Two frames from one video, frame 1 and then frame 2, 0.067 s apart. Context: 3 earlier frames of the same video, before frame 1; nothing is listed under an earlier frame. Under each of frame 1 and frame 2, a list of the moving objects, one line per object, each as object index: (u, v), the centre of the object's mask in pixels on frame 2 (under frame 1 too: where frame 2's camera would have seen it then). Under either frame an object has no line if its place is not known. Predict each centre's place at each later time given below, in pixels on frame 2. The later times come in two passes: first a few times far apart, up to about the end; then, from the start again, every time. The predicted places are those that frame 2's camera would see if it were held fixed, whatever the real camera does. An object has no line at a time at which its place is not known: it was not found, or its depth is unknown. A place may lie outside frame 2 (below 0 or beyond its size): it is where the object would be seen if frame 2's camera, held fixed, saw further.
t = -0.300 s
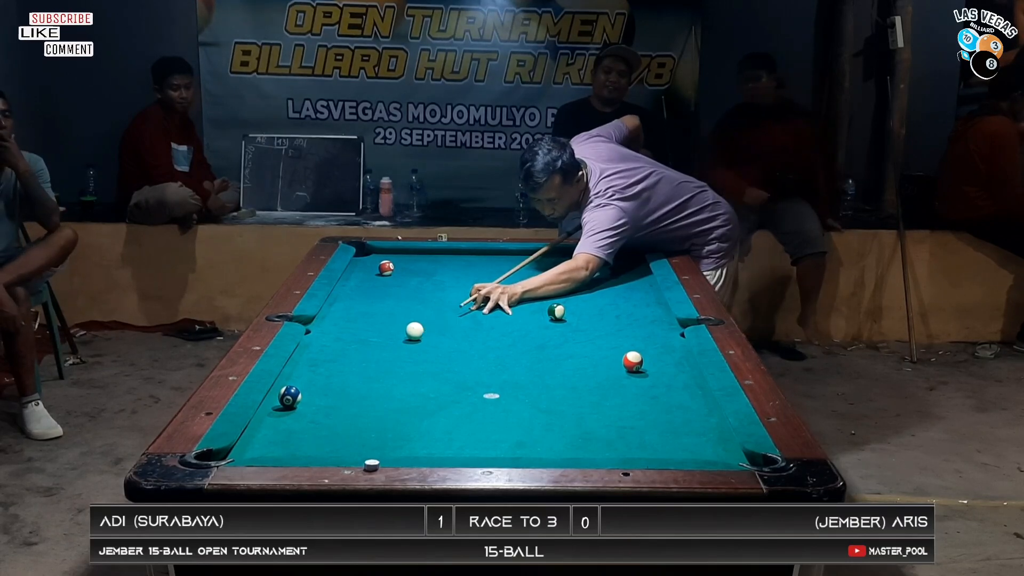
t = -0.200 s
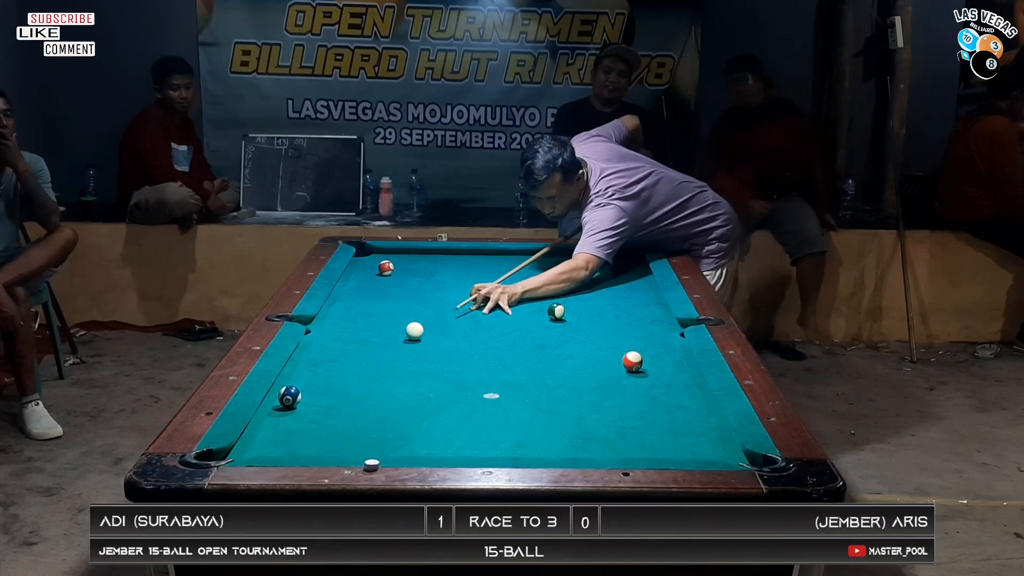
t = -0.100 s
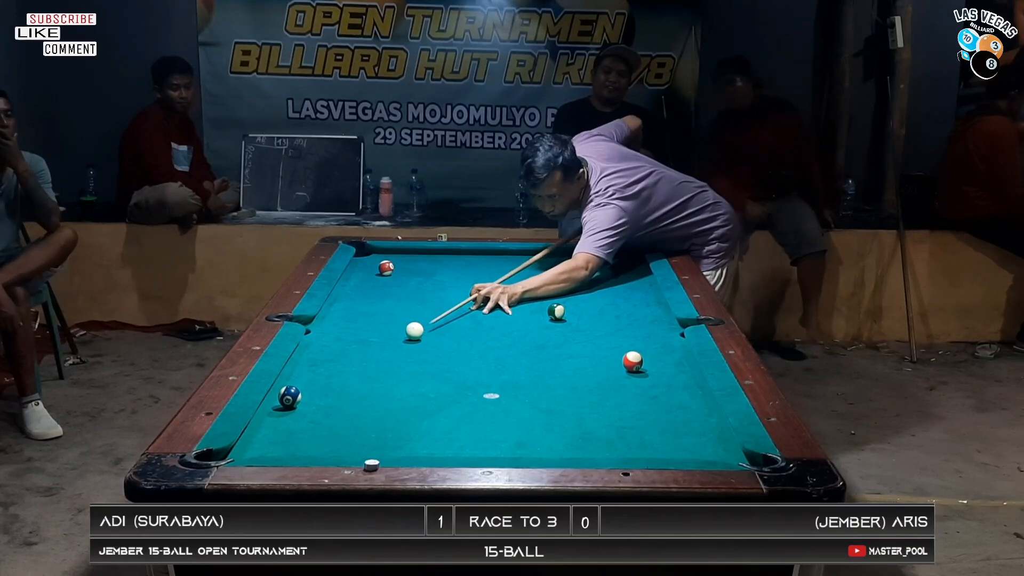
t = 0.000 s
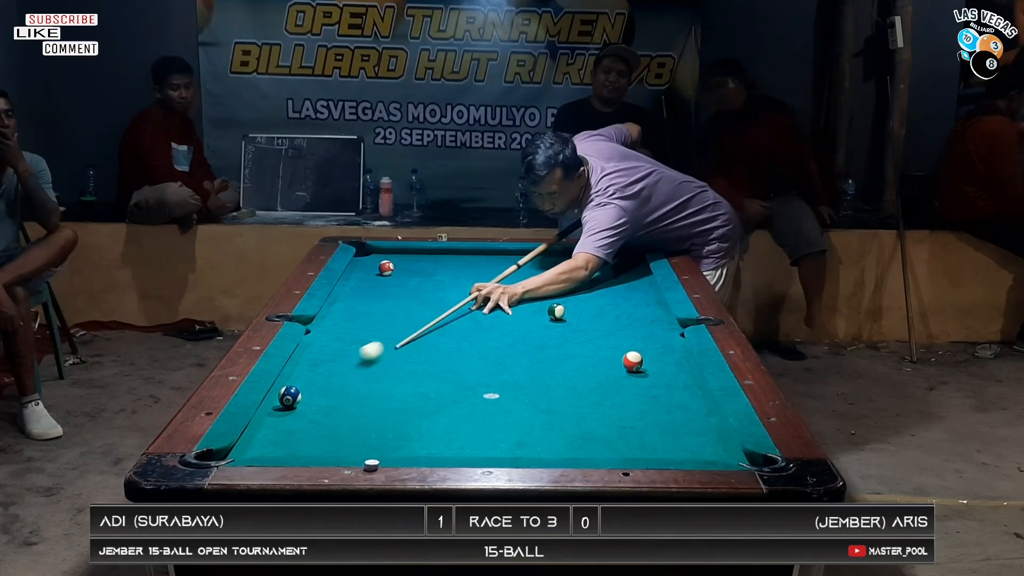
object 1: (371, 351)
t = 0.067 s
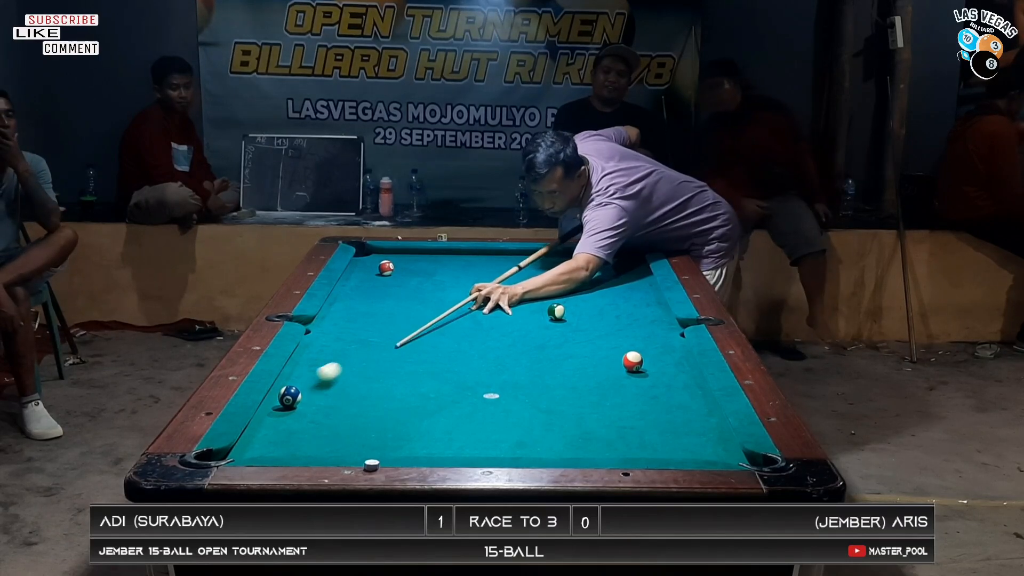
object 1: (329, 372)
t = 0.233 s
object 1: (290, 386)
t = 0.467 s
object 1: (325, 377)
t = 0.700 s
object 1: (357, 370)
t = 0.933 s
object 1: (384, 363)
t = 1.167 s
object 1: (407, 357)
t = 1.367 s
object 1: (425, 353)
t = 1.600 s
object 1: (443, 348)
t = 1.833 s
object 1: (459, 344)
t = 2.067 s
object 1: (473, 341)
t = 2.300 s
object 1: (484, 338)
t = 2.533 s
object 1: (493, 336)
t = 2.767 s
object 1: (501, 334)
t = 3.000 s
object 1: (506, 333)
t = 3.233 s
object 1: (509, 332)
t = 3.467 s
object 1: (510, 331)
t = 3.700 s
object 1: (510, 331)
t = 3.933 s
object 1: (510, 331)
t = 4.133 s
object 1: (510, 331)
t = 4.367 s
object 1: (510, 331)
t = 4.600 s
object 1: (510, 331)
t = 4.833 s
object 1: (510, 331)
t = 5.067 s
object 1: (510, 331)
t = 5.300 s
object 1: (510, 331)
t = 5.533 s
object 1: (510, 331)
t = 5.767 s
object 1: (510, 331)
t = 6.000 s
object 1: (510, 331)
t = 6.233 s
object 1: (510, 331)
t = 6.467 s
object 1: (510, 331)
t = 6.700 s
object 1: (510, 331)
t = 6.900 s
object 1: (510, 331)
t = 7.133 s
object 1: (510, 331)
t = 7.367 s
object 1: (510, 331)
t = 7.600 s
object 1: (510, 331)
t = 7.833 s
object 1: (510, 331)
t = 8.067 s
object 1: (510, 331)
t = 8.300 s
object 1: (510, 331)
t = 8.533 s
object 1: (510, 331)
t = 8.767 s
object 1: (510, 331)
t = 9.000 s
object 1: (510, 331)
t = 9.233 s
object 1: (510, 331)
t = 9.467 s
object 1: (510, 331)
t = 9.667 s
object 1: (510, 331)
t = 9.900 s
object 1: (510, 331)
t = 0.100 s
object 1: (308, 382)
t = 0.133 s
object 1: (292, 386)
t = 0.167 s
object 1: (283, 389)
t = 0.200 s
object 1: (284, 388)
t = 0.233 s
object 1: (290, 386)
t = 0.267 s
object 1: (295, 385)
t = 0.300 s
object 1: (300, 384)
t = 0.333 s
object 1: (306, 382)
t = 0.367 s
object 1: (311, 381)
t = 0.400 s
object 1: (316, 380)
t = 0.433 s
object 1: (321, 379)
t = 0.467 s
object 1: (325, 377)
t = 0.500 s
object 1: (330, 376)
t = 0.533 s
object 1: (335, 375)
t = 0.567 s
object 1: (339, 374)
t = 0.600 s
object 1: (344, 373)
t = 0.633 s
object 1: (348, 372)
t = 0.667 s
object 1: (352, 371)
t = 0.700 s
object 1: (357, 370)
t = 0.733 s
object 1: (361, 369)
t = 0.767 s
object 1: (365, 368)
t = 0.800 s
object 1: (369, 367)
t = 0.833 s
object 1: (372, 365)
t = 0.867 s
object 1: (376, 365)
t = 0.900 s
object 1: (380, 364)
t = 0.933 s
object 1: (384, 363)
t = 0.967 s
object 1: (387, 362)
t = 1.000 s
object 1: (391, 361)
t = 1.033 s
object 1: (394, 360)
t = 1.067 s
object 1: (398, 359)
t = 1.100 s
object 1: (401, 358)
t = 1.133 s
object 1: (404, 357)
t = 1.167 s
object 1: (407, 357)
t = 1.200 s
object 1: (411, 356)
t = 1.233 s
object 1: (414, 355)
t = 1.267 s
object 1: (417, 355)
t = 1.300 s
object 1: (419, 354)
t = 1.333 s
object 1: (422, 353)
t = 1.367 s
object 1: (425, 353)
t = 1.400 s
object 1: (428, 352)
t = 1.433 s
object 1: (431, 351)
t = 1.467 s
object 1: (433, 350)
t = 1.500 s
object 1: (436, 350)
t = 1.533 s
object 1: (438, 349)
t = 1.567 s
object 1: (441, 349)
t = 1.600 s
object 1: (443, 348)
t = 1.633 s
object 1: (446, 348)
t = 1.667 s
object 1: (448, 347)
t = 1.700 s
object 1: (450, 346)
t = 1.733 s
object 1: (453, 346)
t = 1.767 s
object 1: (455, 345)
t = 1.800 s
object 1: (457, 345)
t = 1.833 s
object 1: (459, 344)
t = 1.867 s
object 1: (461, 344)
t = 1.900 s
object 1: (463, 343)
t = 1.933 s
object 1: (465, 343)
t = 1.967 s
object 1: (467, 342)
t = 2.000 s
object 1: (469, 342)
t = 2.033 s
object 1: (471, 341)
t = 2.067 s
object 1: (473, 341)
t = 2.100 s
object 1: (474, 341)
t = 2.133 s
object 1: (476, 340)
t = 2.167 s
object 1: (478, 340)
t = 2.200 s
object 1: (479, 339)
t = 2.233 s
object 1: (481, 339)
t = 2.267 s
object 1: (482, 339)
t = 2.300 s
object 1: (484, 338)
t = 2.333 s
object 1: (485, 338)
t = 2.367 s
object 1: (487, 338)
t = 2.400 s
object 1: (488, 337)
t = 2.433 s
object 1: (490, 337)
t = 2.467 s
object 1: (491, 337)
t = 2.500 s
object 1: (492, 336)
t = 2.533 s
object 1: (493, 336)
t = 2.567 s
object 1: (494, 336)
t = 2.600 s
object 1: (496, 335)
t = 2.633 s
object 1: (497, 335)
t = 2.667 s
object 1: (498, 335)
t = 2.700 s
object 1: (499, 335)
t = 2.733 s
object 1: (500, 335)
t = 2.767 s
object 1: (501, 334)
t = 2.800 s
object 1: (502, 334)
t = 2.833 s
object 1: (502, 334)
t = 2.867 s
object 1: (503, 334)
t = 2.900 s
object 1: (504, 333)
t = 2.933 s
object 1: (505, 333)
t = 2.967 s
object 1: (505, 333)
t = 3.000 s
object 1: (506, 333)
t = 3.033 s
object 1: (506, 333)
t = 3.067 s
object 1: (507, 333)
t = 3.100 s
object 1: (507, 332)
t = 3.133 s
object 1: (508, 332)
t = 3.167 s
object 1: (508, 332)
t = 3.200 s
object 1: (508, 332)
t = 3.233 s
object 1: (509, 332)
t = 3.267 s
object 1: (509, 332)
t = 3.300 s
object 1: (509, 332)
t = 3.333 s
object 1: (510, 332)
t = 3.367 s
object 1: (510, 332)
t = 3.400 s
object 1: (510, 332)
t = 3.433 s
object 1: (510, 332)
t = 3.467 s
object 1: (510, 331)
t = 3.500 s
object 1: (510, 331)
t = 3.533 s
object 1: (510, 331)
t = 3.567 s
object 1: (510, 331)
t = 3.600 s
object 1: (510, 331)
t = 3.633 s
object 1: (510, 331)
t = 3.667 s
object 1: (510, 331)
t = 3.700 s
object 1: (510, 331)
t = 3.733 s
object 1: (510, 331)
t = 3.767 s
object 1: (510, 331)
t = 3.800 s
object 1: (510, 331)
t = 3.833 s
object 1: (510, 331)
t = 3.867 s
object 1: (510, 331)
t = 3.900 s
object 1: (510, 331)
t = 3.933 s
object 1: (510, 331)
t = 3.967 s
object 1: (510, 331)
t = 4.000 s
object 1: (510, 331)
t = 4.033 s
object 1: (510, 331)
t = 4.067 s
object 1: (510, 331)
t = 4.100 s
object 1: (510, 331)
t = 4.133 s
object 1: (510, 331)
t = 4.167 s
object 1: (510, 331)
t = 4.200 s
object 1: (510, 331)
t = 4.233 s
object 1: (510, 331)
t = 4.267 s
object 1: (510, 331)
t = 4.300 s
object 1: (510, 331)
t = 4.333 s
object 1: (510, 331)
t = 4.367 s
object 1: (510, 331)
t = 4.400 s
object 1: (510, 331)
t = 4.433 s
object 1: (510, 331)
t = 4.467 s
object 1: (510, 331)
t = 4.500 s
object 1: (510, 331)
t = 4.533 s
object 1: (510, 331)
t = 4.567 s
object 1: (510, 331)
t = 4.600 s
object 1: (510, 331)
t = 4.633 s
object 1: (510, 331)
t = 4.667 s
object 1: (510, 331)
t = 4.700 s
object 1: (510, 331)
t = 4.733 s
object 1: (510, 331)
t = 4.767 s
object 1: (510, 331)
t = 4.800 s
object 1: (510, 331)
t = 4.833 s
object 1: (510, 331)
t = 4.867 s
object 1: (510, 331)
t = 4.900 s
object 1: (510, 331)
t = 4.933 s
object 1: (510, 331)
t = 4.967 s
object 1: (510, 331)
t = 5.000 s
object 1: (510, 331)
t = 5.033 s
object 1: (510, 331)
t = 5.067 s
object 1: (510, 331)
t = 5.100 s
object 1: (510, 331)
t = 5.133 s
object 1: (510, 331)
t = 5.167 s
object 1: (510, 331)
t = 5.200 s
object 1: (510, 331)
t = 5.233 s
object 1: (510, 331)
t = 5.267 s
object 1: (510, 331)
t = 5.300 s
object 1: (510, 331)
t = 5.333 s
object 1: (510, 331)
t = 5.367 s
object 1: (510, 331)
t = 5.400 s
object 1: (510, 331)
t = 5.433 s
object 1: (510, 331)
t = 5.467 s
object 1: (510, 331)
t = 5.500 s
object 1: (510, 331)
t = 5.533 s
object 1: (510, 331)
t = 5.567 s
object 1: (510, 331)
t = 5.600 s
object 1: (510, 331)
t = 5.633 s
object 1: (510, 331)
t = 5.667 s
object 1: (510, 331)
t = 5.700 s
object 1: (510, 331)
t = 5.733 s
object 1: (510, 331)
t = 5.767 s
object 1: (510, 331)
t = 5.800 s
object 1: (510, 331)
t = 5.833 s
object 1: (510, 331)
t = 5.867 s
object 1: (510, 331)
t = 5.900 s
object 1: (510, 331)
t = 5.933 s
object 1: (510, 331)
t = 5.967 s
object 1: (510, 331)
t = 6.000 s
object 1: (510, 331)
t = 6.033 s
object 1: (510, 331)
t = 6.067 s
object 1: (510, 331)
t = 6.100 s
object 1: (510, 331)
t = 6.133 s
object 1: (510, 331)
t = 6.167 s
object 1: (510, 331)
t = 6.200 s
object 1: (510, 331)
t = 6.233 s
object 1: (510, 331)
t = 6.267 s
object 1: (510, 331)
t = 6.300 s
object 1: (510, 331)
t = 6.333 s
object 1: (510, 331)
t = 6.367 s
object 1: (510, 331)
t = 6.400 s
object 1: (510, 331)
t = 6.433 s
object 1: (510, 331)
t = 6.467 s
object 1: (510, 331)
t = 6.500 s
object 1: (510, 331)
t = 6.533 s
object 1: (510, 331)
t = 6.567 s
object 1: (510, 331)
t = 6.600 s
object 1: (510, 331)
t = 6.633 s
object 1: (510, 331)
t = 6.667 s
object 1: (510, 331)
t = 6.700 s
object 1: (510, 331)
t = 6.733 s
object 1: (510, 331)
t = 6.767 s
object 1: (510, 331)
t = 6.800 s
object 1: (510, 331)
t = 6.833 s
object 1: (510, 331)
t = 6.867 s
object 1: (510, 331)
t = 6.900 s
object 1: (510, 331)
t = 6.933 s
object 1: (510, 331)
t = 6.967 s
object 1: (510, 331)
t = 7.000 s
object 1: (510, 331)
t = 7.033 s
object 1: (510, 331)
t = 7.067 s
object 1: (510, 331)
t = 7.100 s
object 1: (510, 331)
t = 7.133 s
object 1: (510, 331)
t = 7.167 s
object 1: (510, 331)
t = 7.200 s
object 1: (510, 331)
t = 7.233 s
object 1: (510, 331)
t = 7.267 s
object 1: (510, 331)
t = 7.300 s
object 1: (510, 331)
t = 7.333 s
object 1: (510, 331)
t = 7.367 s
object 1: (510, 331)
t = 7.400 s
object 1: (510, 331)
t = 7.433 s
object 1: (510, 331)
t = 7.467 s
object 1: (510, 331)
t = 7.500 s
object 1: (510, 331)
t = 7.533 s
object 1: (510, 331)
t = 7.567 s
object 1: (510, 331)
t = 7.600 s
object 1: (510, 331)
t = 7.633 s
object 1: (510, 331)
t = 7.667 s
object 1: (510, 331)
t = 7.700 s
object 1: (510, 331)
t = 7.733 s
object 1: (510, 331)
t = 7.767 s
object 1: (510, 331)
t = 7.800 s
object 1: (510, 331)
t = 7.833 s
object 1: (510, 331)
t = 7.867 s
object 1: (510, 331)
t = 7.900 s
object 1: (510, 331)
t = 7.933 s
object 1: (510, 331)
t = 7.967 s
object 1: (510, 331)
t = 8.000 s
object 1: (510, 331)
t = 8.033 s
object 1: (510, 331)
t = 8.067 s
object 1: (510, 331)
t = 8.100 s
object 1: (510, 331)
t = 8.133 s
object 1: (510, 331)
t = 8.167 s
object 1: (510, 331)
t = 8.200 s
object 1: (510, 331)
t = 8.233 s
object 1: (510, 331)
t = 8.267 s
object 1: (510, 331)
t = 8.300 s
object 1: (510, 331)
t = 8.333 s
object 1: (510, 331)
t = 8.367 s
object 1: (510, 331)
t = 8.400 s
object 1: (510, 331)
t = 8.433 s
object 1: (510, 331)
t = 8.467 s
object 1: (510, 331)
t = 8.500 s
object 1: (510, 331)
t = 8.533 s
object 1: (510, 331)
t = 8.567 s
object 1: (510, 331)
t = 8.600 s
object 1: (510, 331)
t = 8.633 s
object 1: (510, 331)
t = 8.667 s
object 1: (510, 331)
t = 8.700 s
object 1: (510, 331)
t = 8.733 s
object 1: (510, 331)
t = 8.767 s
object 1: (510, 331)
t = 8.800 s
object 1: (510, 331)
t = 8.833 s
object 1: (510, 331)
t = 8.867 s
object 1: (510, 331)
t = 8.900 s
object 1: (510, 331)
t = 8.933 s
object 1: (510, 331)
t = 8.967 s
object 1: (510, 331)
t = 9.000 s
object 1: (510, 331)
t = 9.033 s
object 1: (510, 331)
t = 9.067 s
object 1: (510, 331)
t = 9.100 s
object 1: (510, 331)
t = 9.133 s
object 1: (510, 331)
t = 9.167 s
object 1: (510, 331)
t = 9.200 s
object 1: (510, 331)
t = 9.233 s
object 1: (510, 331)
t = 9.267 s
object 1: (510, 331)
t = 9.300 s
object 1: (510, 331)
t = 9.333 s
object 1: (510, 331)
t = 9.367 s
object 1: (510, 331)
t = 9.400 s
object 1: (510, 331)
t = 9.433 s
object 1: (510, 331)
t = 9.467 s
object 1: (510, 331)
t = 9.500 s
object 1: (510, 331)
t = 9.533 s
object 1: (510, 331)
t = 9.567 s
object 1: (510, 331)
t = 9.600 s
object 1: (510, 331)
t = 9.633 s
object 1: (510, 331)
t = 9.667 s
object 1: (510, 331)
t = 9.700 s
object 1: (510, 331)
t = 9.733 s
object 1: (510, 331)
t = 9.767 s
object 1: (510, 331)
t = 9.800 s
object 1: (510, 331)
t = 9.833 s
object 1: (510, 331)
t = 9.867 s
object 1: (510, 331)
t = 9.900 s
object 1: (510, 331)
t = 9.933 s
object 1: (510, 331)
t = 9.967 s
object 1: (510, 331)
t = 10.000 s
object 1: (510, 331)
